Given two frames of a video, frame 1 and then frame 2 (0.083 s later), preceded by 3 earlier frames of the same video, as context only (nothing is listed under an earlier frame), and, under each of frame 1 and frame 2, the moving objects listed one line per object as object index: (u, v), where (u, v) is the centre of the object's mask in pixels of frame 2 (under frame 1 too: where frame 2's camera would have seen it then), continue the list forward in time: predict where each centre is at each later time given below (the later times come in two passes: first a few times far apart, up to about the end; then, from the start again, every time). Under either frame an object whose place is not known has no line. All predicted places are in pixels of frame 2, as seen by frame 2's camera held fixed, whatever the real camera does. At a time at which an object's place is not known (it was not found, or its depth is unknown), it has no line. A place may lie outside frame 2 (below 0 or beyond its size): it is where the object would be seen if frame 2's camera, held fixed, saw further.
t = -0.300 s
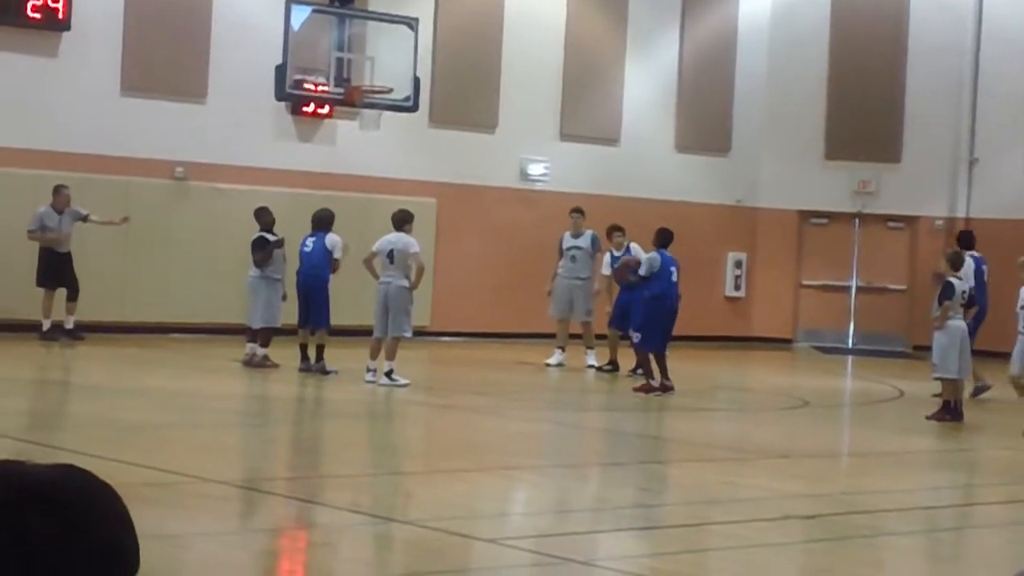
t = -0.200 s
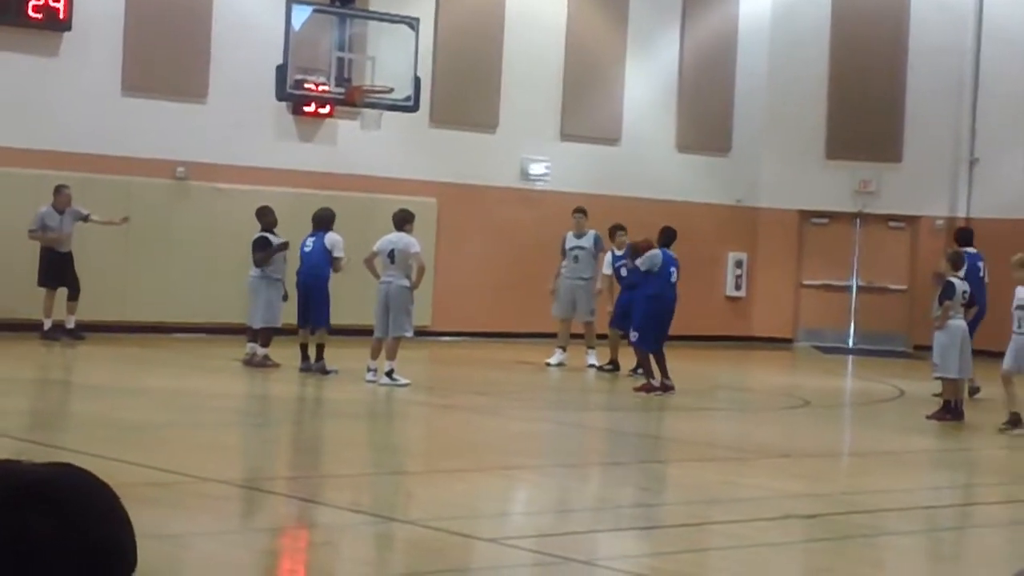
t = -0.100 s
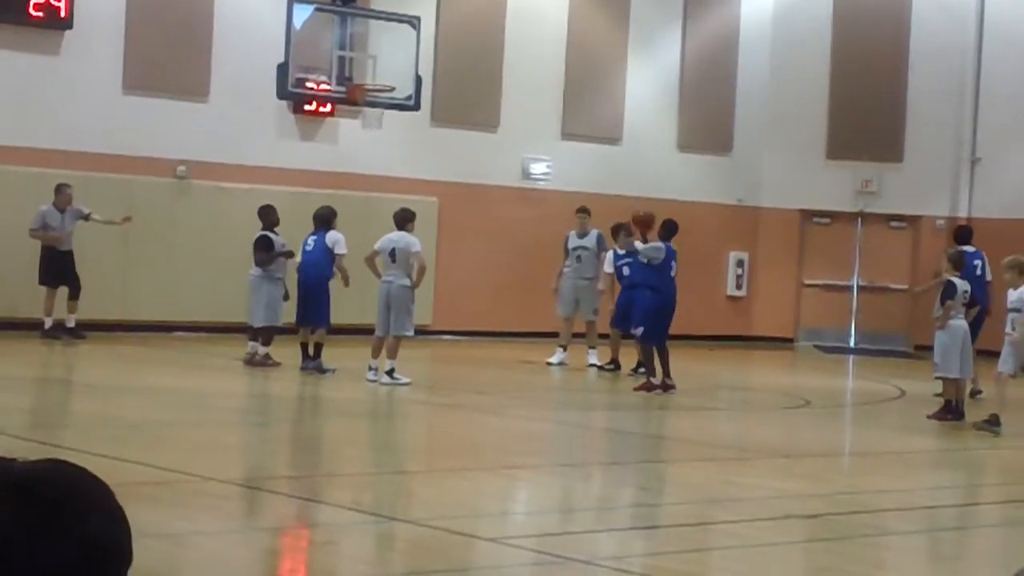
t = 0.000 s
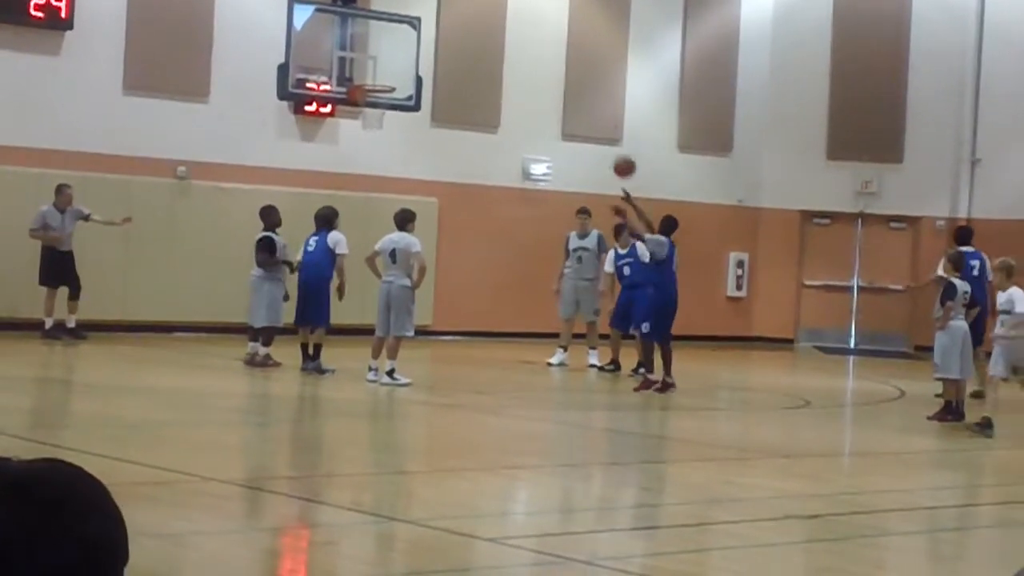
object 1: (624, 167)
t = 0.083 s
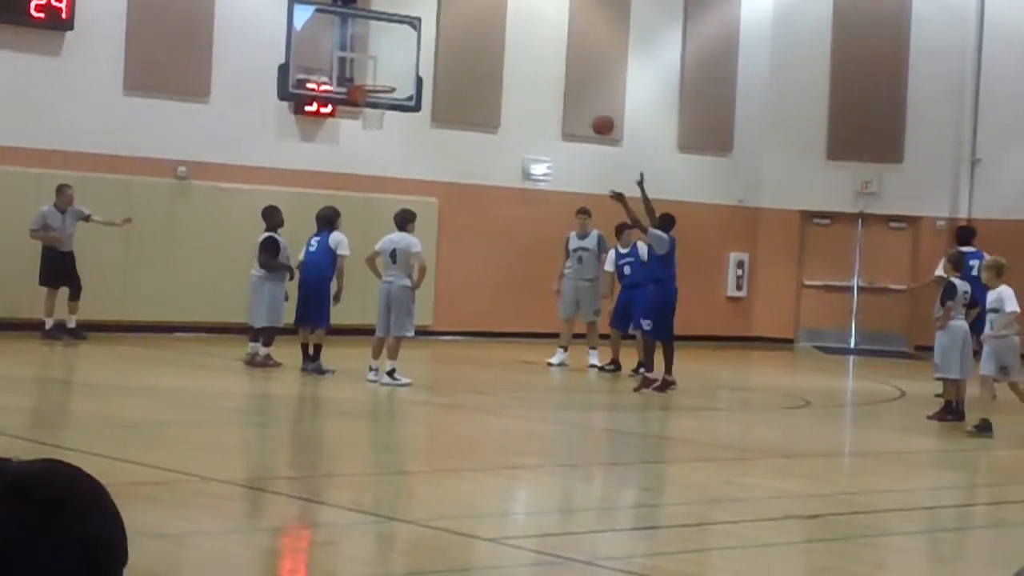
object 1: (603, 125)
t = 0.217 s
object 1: (569, 74)
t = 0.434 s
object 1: (514, 28)
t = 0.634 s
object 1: (465, 26)
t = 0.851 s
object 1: (413, 63)
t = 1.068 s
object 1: (432, 102)
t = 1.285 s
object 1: (489, 165)
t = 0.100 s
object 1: (599, 117)
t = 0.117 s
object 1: (594, 111)
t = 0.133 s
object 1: (590, 104)
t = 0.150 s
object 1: (586, 98)
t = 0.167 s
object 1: (582, 92)
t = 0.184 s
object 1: (577, 86)
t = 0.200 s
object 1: (573, 80)
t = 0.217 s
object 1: (569, 74)
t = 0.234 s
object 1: (564, 69)
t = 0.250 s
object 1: (561, 63)
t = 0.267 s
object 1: (556, 58)
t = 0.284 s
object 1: (552, 54)
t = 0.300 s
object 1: (548, 50)
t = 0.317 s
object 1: (543, 46)
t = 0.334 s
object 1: (539, 43)
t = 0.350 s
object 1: (535, 40)
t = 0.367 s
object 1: (531, 37)
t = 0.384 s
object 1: (527, 34)
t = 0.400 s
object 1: (523, 31)
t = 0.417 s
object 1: (519, 29)
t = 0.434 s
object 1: (514, 28)
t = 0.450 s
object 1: (510, 26)
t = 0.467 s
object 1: (506, 25)
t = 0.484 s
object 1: (502, 24)
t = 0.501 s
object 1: (498, 23)
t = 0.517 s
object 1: (494, 23)
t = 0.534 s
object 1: (490, 22)
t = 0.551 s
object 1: (486, 22)
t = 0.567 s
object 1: (482, 23)
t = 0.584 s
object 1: (477, 23)
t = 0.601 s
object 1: (474, 24)
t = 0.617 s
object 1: (469, 25)
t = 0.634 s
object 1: (465, 26)
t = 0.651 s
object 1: (461, 28)
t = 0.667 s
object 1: (457, 29)
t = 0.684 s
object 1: (453, 31)
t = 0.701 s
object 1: (449, 34)
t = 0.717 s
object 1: (445, 36)
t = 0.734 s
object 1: (441, 39)
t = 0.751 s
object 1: (437, 41)
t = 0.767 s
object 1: (433, 44)
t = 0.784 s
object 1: (429, 48)
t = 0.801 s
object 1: (425, 51)
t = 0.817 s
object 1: (420, 55)
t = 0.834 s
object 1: (417, 59)
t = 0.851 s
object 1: (413, 63)
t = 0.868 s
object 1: (408, 68)
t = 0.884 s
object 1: (405, 73)
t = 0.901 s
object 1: (400, 77)
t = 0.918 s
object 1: (396, 82)
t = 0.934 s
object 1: (396, 85)
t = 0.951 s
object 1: (400, 87)
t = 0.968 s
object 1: (406, 89)
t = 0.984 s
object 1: (408, 90)
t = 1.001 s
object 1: (412, 92)
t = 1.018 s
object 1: (417, 94)
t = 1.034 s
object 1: (423, 97)
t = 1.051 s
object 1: (426, 100)
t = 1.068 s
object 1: (432, 102)
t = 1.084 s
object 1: (436, 106)
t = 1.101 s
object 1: (441, 111)
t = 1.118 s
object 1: (445, 115)
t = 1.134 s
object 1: (449, 119)
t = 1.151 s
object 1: (453, 123)
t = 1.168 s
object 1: (457, 127)
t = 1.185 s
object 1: (463, 132)
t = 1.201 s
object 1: (467, 137)
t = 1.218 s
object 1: (472, 141)
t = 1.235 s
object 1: (476, 146)
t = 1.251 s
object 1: (480, 153)
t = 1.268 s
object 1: (485, 159)
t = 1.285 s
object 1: (489, 165)
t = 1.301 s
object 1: (493, 172)
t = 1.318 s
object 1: (498, 179)
